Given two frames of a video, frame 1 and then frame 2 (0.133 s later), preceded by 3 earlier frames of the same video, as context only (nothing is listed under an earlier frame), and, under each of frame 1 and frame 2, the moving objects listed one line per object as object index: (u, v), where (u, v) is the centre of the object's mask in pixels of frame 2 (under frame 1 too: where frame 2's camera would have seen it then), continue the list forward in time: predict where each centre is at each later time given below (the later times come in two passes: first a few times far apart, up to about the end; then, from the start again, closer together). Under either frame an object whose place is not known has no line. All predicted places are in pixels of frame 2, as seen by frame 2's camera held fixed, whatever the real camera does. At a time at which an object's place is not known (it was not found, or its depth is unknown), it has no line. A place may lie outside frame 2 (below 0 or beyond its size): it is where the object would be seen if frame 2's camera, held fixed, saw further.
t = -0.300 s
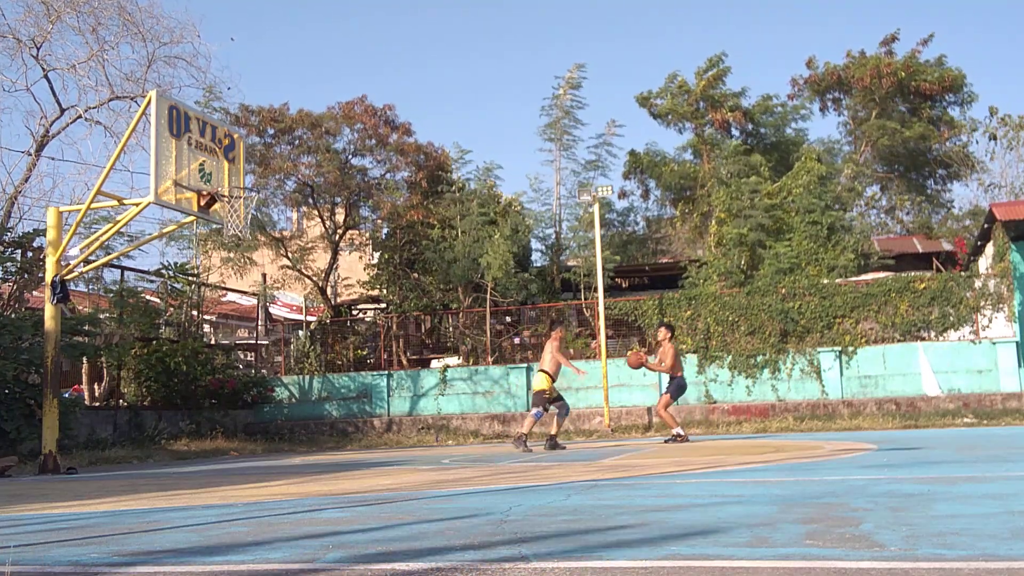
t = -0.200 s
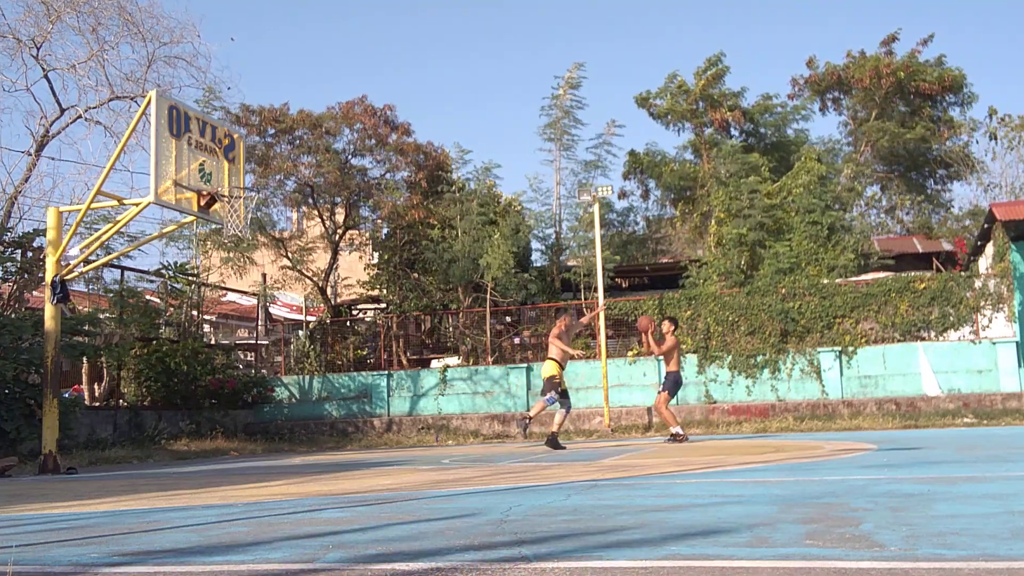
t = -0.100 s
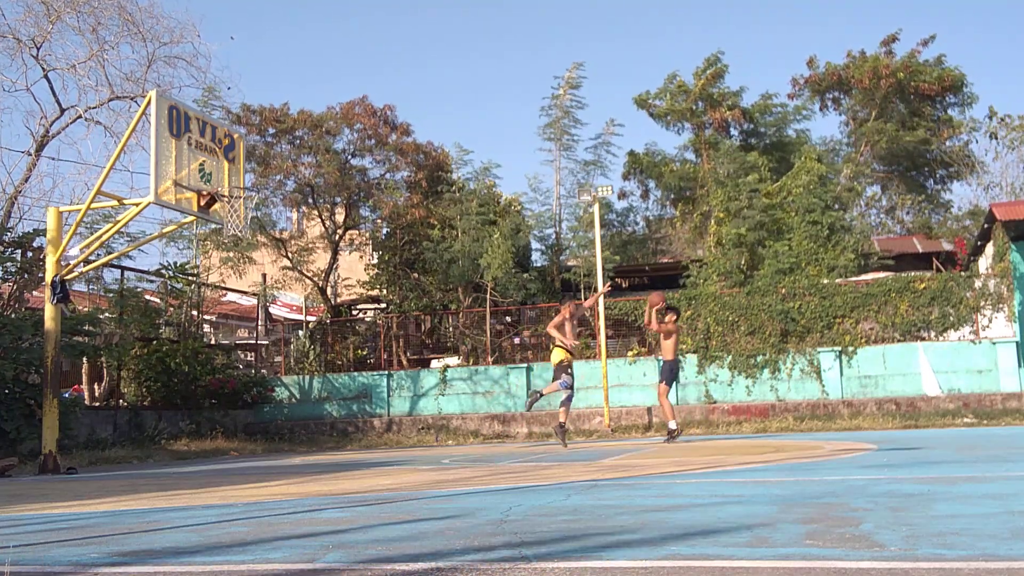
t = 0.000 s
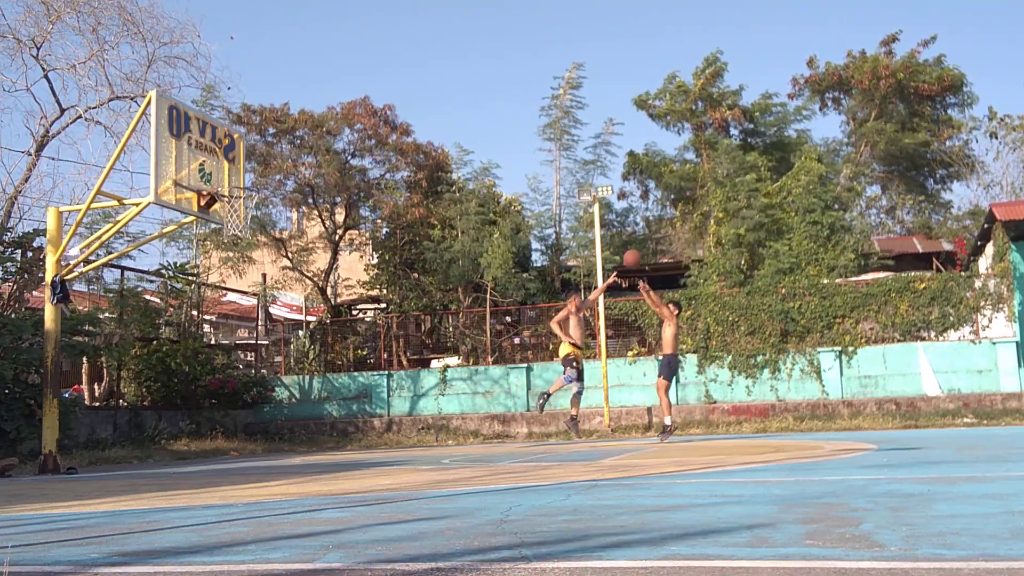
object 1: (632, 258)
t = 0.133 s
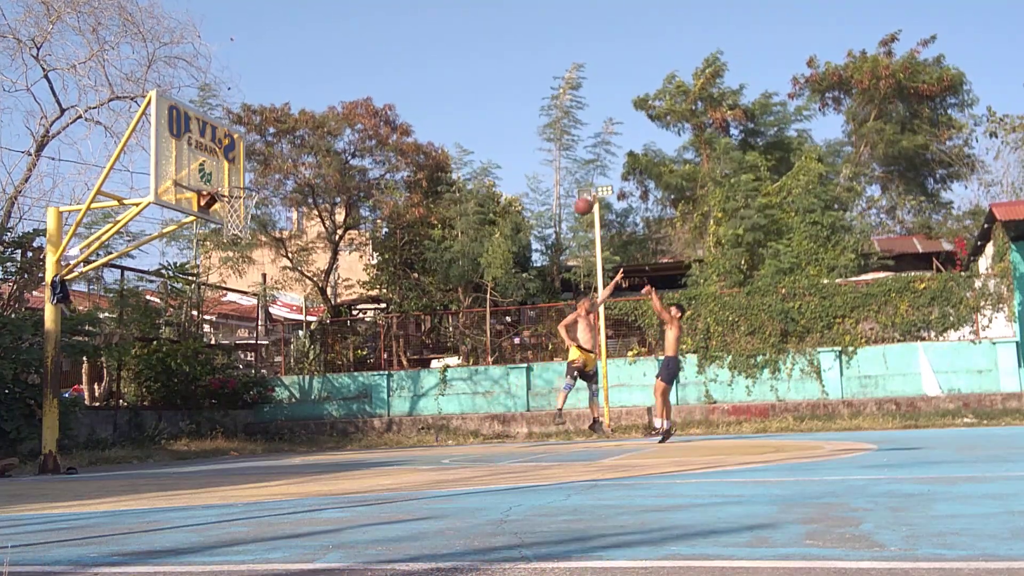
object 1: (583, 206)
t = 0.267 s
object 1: (534, 167)
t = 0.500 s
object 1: (447, 128)
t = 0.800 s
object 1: (329, 137)
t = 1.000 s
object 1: (246, 183)
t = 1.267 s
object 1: (199, 259)
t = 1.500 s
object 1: (172, 368)
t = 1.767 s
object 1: (163, 398)
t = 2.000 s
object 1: (180, 317)
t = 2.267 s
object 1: (200, 288)
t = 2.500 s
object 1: (217, 320)
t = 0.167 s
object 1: (571, 195)
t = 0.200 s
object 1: (559, 185)
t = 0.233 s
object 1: (547, 175)
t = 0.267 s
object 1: (534, 167)
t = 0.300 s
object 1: (522, 159)
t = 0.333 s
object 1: (510, 152)
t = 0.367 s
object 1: (497, 145)
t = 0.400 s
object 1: (485, 140)
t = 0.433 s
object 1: (472, 135)
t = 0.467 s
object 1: (460, 131)
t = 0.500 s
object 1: (447, 128)
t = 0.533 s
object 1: (434, 126)
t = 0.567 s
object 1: (421, 124)
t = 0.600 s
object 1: (409, 124)
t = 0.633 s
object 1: (396, 124)
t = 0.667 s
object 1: (382, 125)
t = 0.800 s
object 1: (329, 137)
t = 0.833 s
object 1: (315, 142)
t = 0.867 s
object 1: (301, 149)
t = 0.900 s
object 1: (288, 156)
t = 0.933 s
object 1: (274, 165)
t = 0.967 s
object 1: (260, 174)
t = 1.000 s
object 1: (246, 183)
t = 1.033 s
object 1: (231, 197)
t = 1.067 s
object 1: (219, 205)
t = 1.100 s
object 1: (216, 215)
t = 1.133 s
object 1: (213, 222)
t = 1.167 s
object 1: (210, 229)
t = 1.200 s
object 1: (206, 238)
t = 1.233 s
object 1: (202, 248)
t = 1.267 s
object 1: (199, 259)
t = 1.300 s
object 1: (195, 271)
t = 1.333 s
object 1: (192, 284)
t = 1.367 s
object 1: (187, 299)
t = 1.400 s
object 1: (184, 314)
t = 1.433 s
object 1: (179, 331)
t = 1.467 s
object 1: (176, 348)
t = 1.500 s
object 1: (172, 368)
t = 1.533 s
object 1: (167, 389)
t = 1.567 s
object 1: (163, 411)
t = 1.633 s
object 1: (152, 460)
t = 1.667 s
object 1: (154, 448)
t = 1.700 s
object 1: (157, 430)
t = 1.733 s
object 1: (159, 413)
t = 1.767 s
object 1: (163, 398)
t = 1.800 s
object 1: (165, 383)
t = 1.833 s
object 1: (168, 370)
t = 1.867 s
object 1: (171, 357)
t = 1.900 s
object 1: (173, 345)
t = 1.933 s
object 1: (176, 335)
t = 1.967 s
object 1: (177, 326)
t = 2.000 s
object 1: (180, 317)
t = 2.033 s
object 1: (183, 310)
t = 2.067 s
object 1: (185, 304)
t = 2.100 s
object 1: (187, 299)
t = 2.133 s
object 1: (191, 295)
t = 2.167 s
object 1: (193, 291)
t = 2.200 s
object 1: (195, 289)
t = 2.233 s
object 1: (197, 288)
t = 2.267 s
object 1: (200, 288)
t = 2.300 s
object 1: (203, 290)
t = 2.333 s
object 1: (205, 292)
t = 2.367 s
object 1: (207, 295)
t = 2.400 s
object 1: (209, 300)
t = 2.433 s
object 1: (212, 305)
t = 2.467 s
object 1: (215, 311)
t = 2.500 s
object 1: (217, 320)
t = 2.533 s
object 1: (220, 328)
